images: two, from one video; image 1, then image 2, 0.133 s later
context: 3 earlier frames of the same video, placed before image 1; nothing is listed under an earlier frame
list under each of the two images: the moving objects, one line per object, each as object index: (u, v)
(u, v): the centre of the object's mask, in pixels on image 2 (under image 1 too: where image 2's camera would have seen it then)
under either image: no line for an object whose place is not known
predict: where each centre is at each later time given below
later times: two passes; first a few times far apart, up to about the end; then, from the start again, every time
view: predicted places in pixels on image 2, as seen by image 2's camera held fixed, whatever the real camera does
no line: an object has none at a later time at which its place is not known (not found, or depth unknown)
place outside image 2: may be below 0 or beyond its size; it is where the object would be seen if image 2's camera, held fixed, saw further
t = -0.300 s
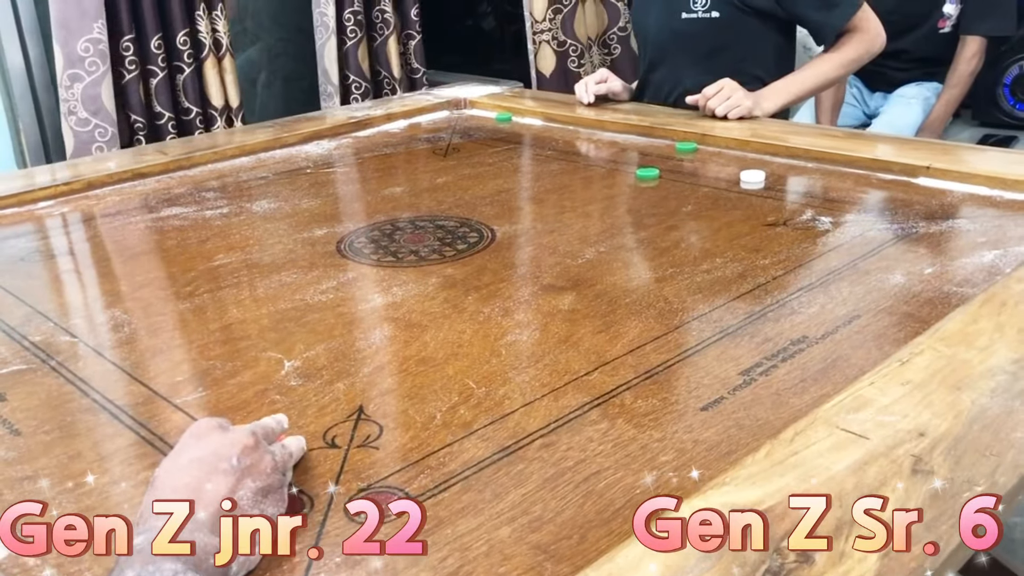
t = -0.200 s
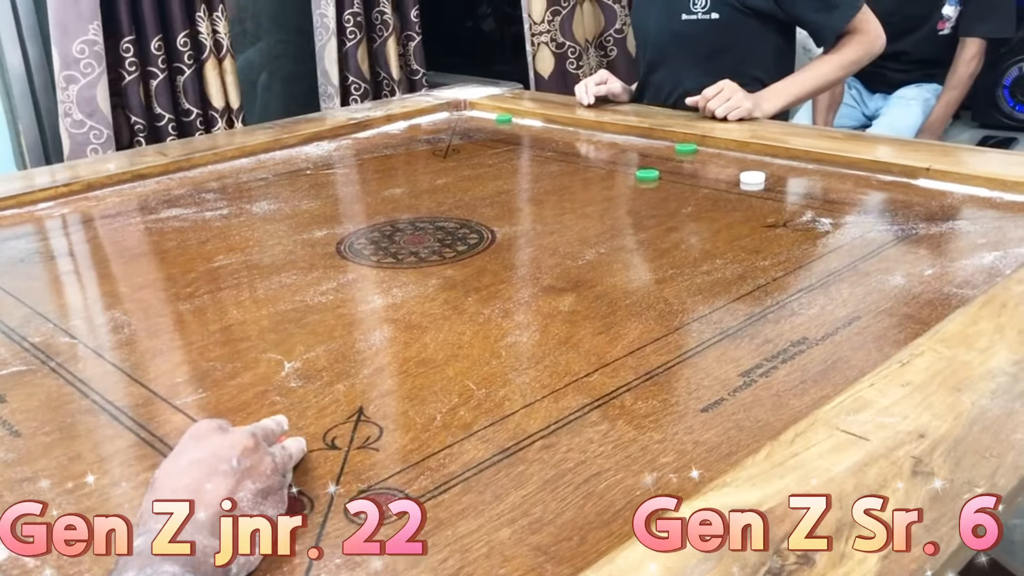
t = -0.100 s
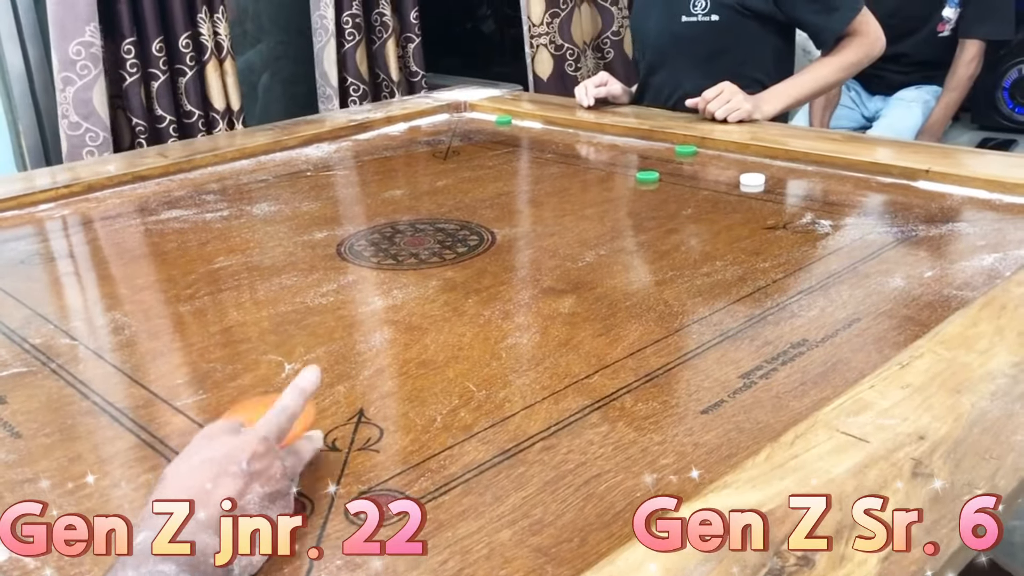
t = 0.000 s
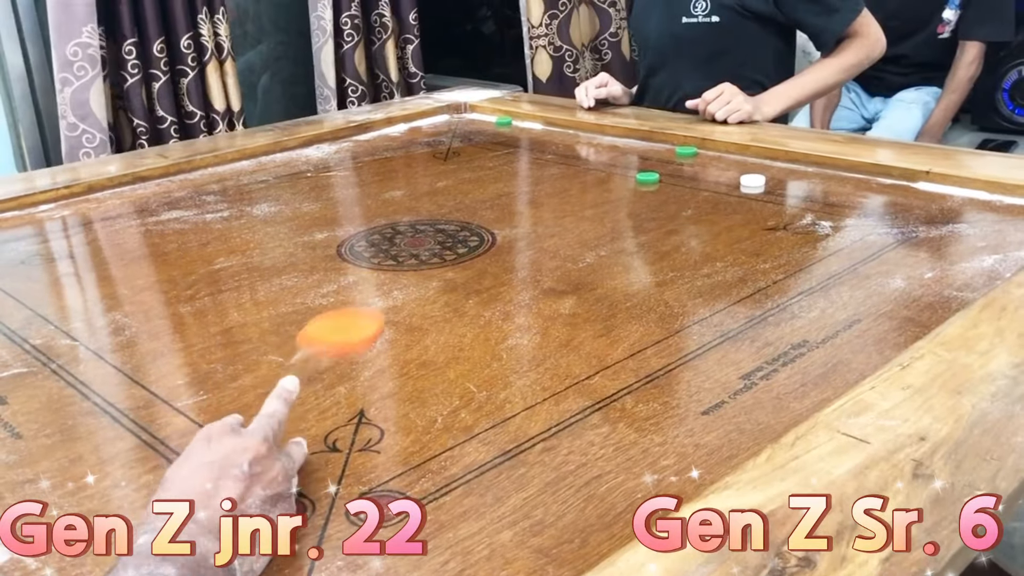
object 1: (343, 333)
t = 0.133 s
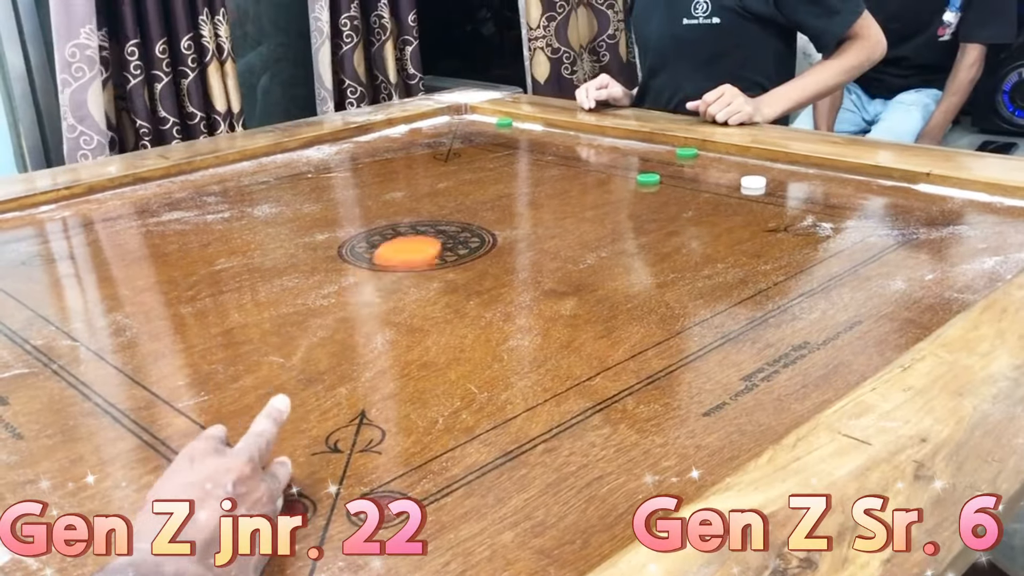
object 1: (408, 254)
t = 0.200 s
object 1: (430, 226)
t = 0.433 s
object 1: (481, 164)
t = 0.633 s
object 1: (504, 134)
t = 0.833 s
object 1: (492, 127)
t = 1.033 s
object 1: (485, 126)
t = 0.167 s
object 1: (420, 239)
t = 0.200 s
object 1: (430, 226)
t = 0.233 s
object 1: (440, 215)
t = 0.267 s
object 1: (448, 205)
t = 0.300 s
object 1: (456, 195)
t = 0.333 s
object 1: (463, 186)
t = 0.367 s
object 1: (469, 178)
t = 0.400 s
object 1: (475, 171)
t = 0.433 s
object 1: (481, 164)
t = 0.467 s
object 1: (486, 157)
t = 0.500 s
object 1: (490, 152)
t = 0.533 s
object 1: (494, 146)
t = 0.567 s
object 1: (498, 142)
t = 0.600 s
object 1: (501, 137)
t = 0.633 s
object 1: (504, 134)
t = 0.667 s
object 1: (507, 130)
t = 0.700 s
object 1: (506, 129)
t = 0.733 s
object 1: (501, 128)
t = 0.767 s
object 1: (498, 128)
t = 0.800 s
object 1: (495, 128)
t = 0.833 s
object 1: (492, 127)
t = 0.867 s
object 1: (489, 127)
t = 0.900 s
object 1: (487, 127)
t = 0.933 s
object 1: (486, 126)
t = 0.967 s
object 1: (485, 126)
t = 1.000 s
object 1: (485, 126)
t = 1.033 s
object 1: (485, 126)
